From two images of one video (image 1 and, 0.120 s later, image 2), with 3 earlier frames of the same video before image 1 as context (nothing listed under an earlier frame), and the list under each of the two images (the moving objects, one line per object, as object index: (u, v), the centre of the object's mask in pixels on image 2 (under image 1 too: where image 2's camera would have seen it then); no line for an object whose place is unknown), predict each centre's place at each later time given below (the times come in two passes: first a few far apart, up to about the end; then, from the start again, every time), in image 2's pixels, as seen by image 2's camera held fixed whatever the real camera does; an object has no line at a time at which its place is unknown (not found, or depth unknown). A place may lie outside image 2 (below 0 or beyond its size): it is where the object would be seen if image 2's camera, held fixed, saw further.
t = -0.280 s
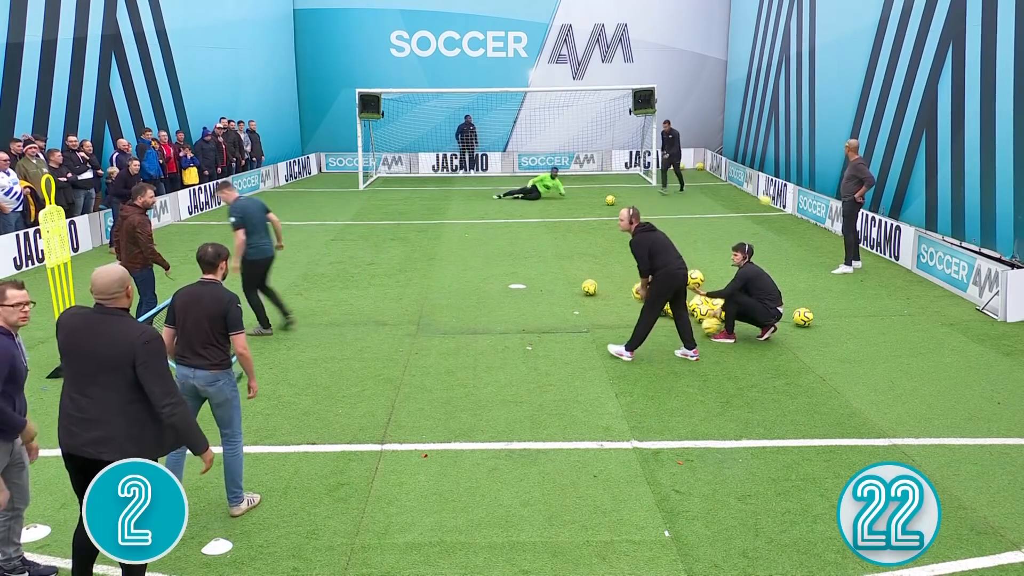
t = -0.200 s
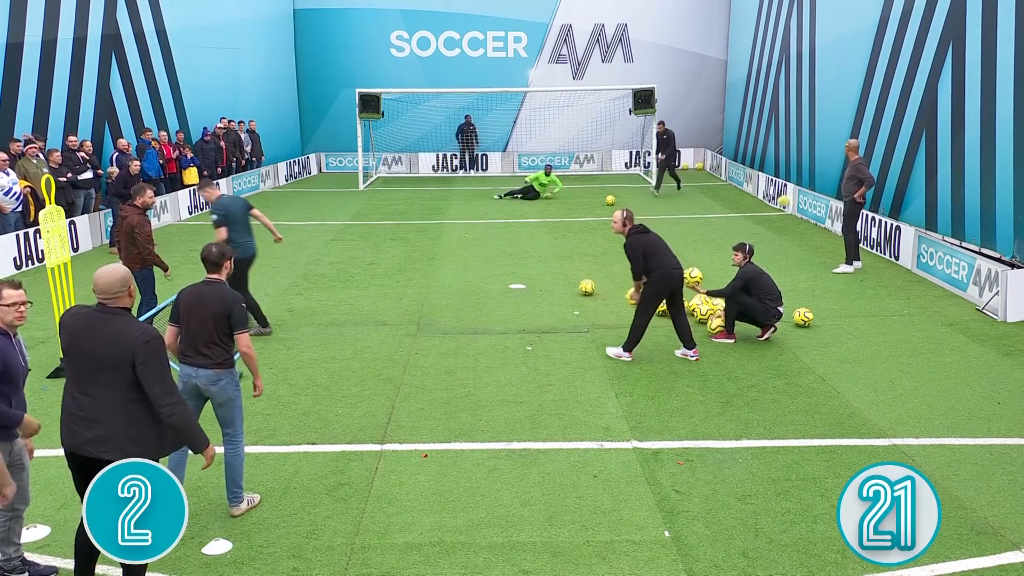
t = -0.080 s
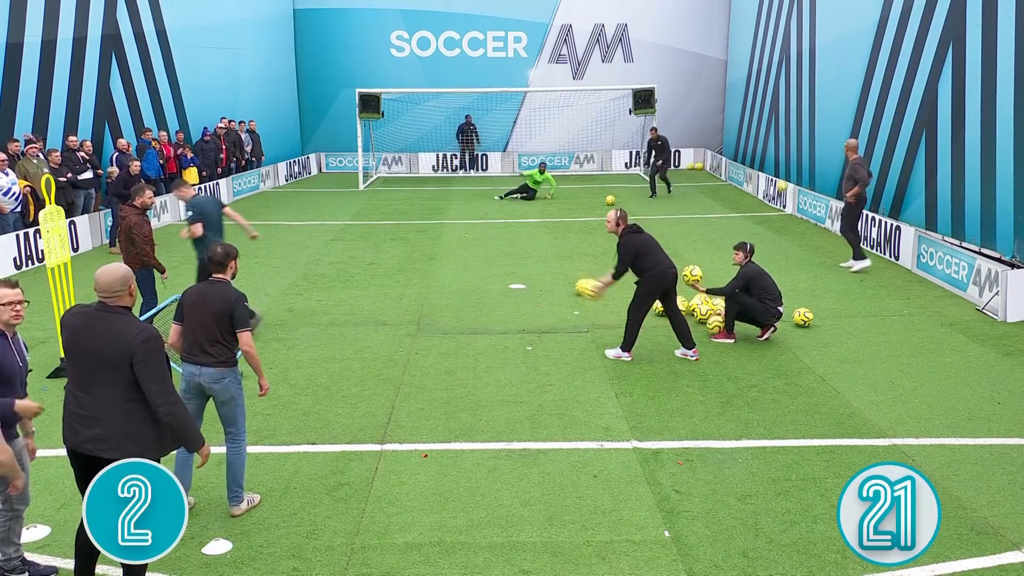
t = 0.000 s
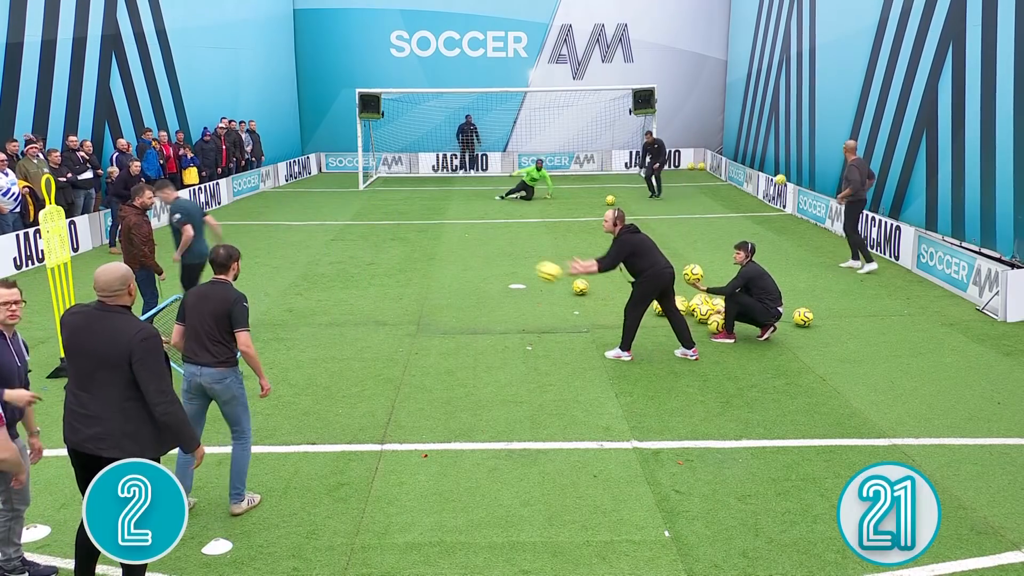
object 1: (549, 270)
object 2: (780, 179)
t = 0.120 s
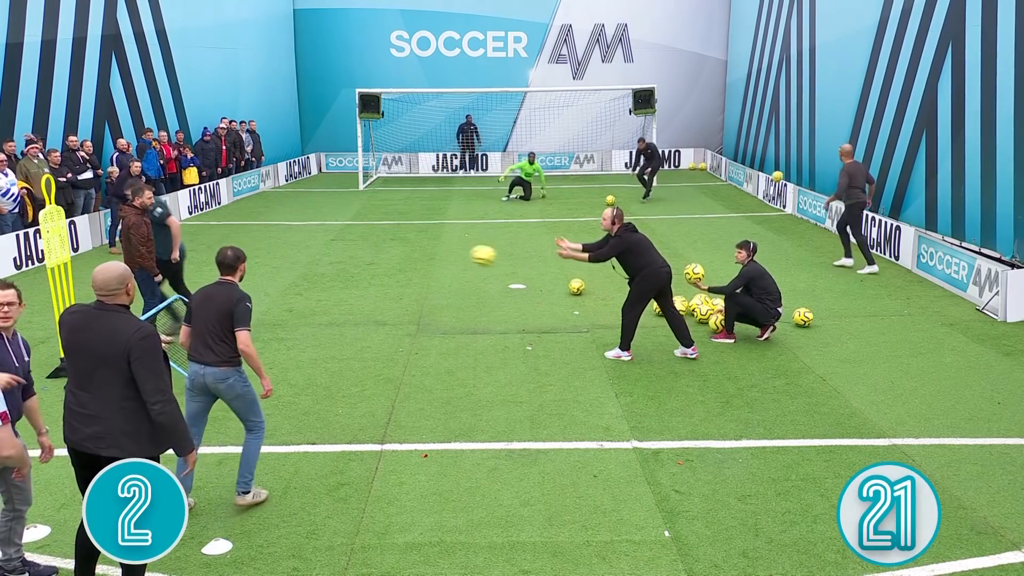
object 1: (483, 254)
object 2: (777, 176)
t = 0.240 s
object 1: (418, 251)
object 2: (774, 180)
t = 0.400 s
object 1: (331, 268)
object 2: (769, 196)
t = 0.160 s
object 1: (461, 252)
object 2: (776, 176)
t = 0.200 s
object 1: (439, 251)
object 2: (775, 177)
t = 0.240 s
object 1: (418, 251)
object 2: (774, 180)
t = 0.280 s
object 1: (396, 253)
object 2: (773, 183)
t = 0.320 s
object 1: (374, 256)
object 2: (771, 186)
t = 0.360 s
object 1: (353, 261)
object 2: (770, 191)
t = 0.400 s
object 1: (331, 268)
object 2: (769, 196)
